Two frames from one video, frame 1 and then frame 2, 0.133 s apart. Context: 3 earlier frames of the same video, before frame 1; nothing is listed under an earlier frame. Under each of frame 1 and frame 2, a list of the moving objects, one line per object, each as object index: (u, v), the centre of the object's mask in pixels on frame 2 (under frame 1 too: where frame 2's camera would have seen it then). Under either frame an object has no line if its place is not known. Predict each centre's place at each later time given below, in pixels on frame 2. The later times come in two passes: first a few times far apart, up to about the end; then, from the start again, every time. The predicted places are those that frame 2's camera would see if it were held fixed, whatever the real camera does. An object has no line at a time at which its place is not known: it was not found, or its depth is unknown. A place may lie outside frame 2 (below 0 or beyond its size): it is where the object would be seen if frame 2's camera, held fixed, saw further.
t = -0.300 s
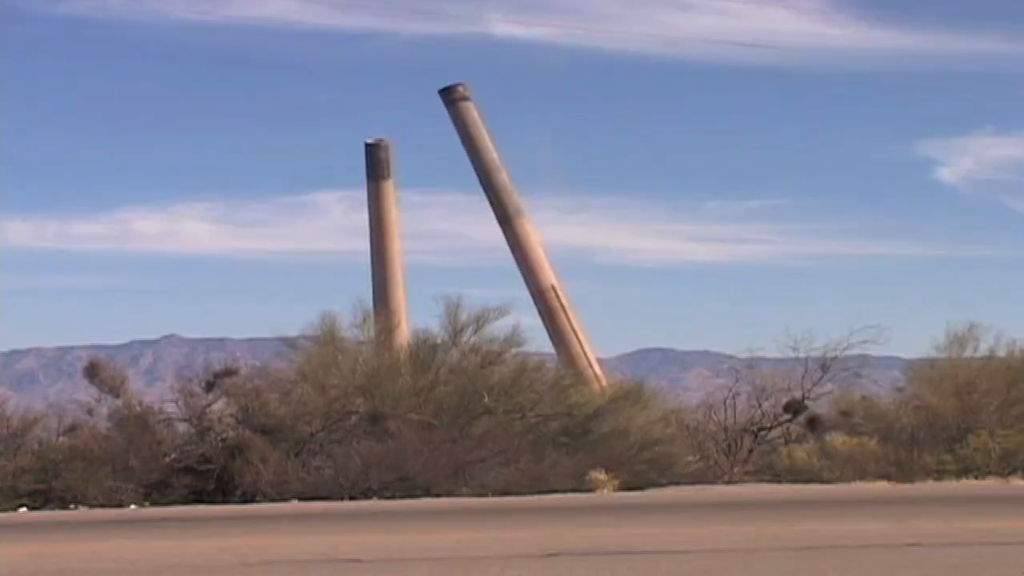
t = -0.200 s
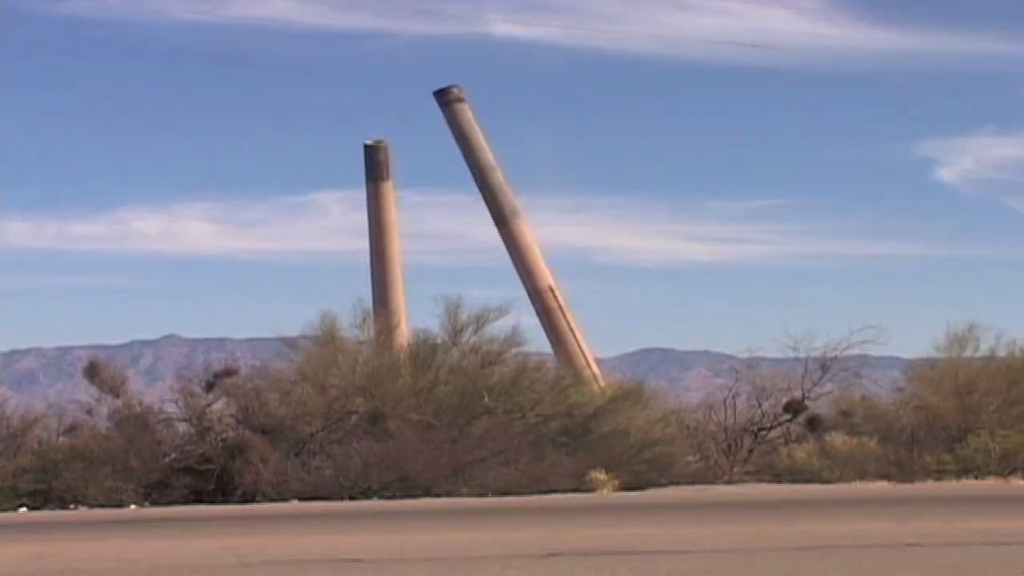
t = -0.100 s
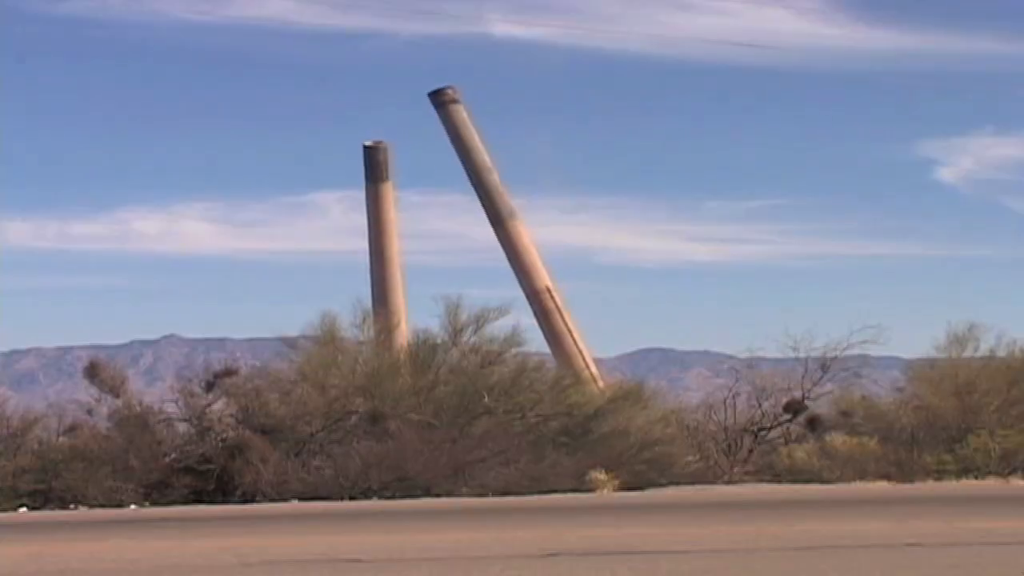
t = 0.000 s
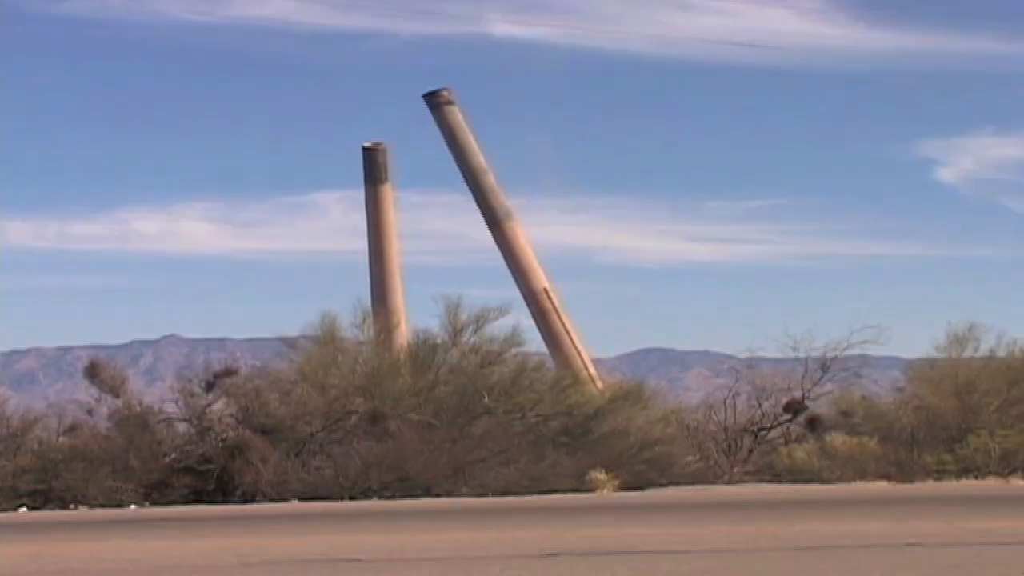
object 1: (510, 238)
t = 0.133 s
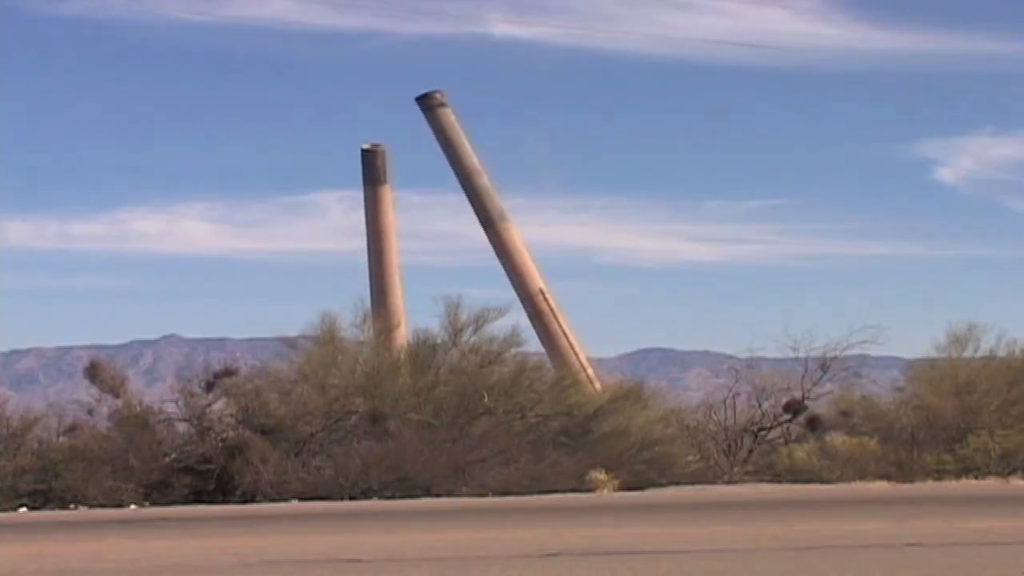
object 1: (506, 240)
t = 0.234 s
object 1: (502, 241)
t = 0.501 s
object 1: (491, 243)
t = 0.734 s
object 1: (479, 243)
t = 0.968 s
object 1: (466, 244)
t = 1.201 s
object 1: (452, 245)
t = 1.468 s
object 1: (434, 246)
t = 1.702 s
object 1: (416, 247)
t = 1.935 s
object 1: (392, 245)
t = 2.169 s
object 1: (370, 248)
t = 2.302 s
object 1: (358, 250)
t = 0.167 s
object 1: (504, 241)
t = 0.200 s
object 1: (503, 241)
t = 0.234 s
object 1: (502, 241)
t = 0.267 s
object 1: (500, 241)
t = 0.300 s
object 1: (499, 242)
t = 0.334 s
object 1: (498, 243)
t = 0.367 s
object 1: (497, 243)
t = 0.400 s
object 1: (495, 243)
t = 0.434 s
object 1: (492, 240)
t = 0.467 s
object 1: (492, 243)
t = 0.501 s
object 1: (491, 243)
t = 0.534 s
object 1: (489, 243)
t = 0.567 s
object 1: (487, 243)
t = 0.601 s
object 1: (486, 243)
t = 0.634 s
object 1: (484, 243)
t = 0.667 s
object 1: (482, 243)
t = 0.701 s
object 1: (480, 242)
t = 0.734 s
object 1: (479, 243)
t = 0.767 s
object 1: (477, 244)
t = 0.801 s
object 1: (475, 244)
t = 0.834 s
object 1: (474, 244)
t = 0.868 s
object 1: (472, 244)
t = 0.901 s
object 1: (470, 244)
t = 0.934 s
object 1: (468, 244)
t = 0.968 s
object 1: (466, 244)
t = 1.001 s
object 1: (464, 244)
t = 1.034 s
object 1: (462, 245)
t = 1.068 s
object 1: (460, 244)
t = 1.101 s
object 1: (458, 244)
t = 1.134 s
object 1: (455, 244)
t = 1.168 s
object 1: (454, 244)
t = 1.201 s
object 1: (452, 245)
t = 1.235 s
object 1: (449, 245)
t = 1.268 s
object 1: (448, 246)
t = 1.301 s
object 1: (446, 246)
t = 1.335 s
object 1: (444, 247)
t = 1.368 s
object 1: (442, 248)
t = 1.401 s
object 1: (440, 247)
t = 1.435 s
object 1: (438, 248)
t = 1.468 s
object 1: (434, 246)
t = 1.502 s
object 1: (432, 247)
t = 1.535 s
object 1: (429, 246)
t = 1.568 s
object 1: (427, 248)
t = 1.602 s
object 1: (425, 248)
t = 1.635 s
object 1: (423, 249)
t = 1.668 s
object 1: (420, 249)
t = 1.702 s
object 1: (416, 247)
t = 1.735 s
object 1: (413, 247)
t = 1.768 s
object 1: (410, 247)
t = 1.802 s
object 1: (402, 242)
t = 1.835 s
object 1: (406, 248)
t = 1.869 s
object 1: (402, 248)
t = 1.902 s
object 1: (394, 243)
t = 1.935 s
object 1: (392, 245)
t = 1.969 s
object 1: (388, 244)
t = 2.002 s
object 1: (385, 244)
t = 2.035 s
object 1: (381, 244)
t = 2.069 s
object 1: (378, 245)
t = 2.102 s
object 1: (375, 245)
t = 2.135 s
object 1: (373, 247)
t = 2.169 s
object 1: (370, 248)
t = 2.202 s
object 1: (367, 249)
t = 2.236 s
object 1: (363, 248)
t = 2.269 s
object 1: (360, 249)
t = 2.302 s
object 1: (358, 250)
